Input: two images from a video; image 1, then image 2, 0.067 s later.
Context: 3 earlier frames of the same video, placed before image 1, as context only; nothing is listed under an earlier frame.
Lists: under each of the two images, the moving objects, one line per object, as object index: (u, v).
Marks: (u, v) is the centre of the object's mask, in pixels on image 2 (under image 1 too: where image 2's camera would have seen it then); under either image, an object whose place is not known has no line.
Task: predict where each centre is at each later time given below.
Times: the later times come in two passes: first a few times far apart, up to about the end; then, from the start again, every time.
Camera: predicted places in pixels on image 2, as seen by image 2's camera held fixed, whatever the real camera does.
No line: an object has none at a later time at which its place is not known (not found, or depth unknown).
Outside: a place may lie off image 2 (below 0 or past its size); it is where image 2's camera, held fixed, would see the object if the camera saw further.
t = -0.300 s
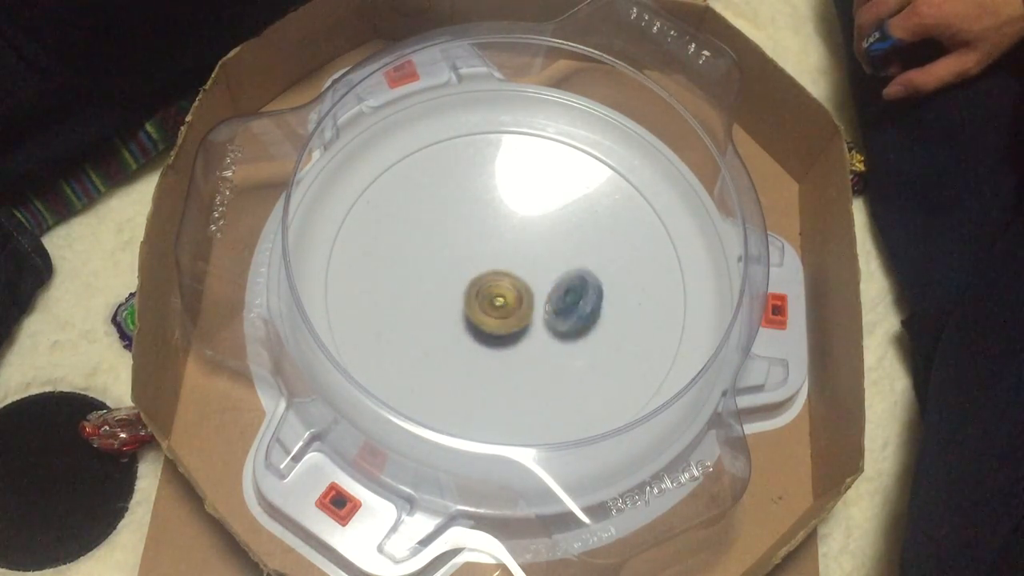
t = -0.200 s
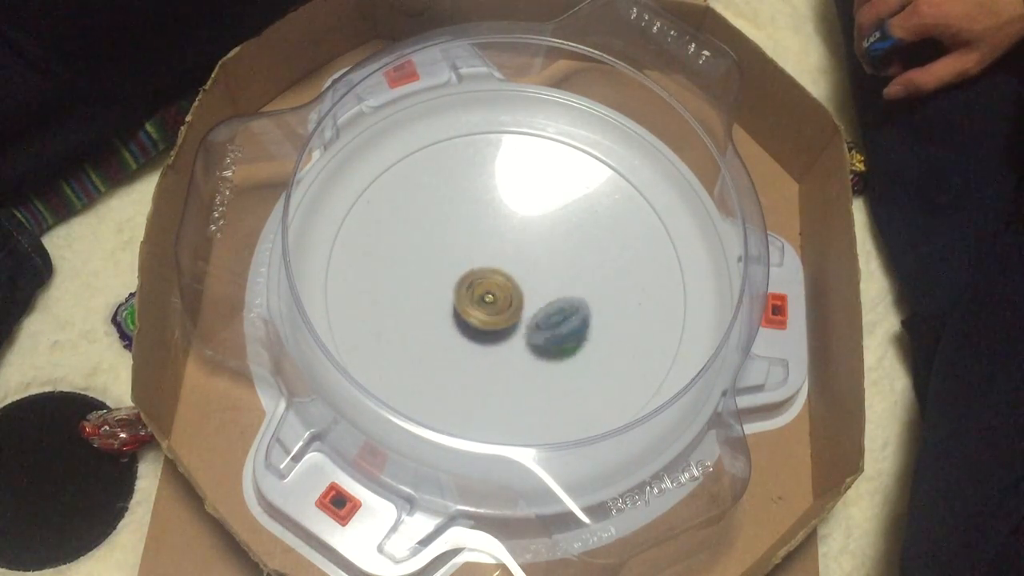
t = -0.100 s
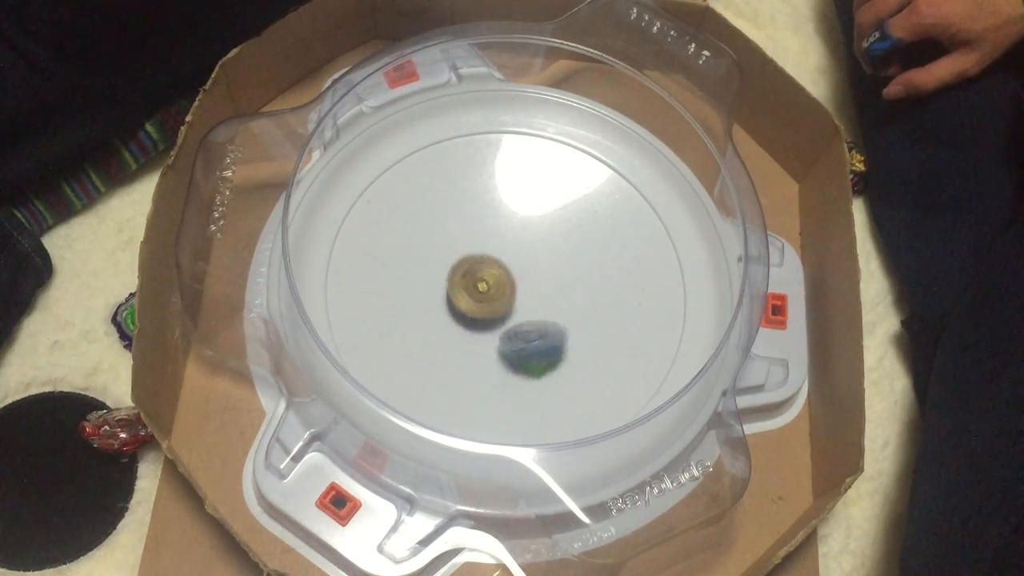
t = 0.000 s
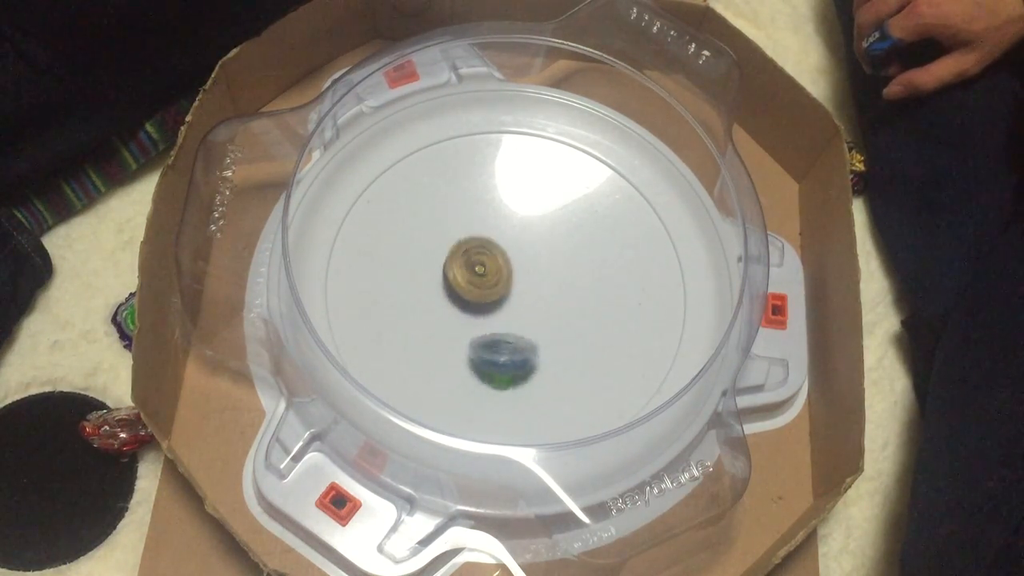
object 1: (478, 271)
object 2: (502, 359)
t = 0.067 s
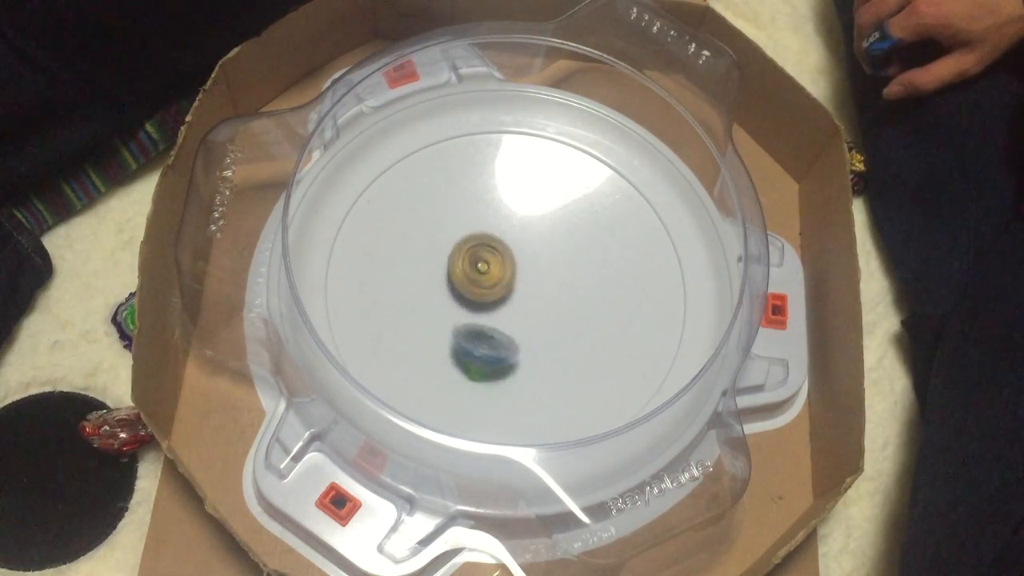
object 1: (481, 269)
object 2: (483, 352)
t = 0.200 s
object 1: (494, 269)
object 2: (457, 320)
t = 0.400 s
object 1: (536, 289)
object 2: (421, 244)
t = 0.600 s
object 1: (543, 315)
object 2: (422, 240)
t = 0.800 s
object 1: (515, 320)
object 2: (452, 268)
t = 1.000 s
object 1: (497, 311)
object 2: (467, 267)
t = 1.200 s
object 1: (505, 309)
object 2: (466, 271)
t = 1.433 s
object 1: (513, 311)
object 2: (467, 273)
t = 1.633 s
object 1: (514, 307)
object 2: (467, 273)
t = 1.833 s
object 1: (519, 302)
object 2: (467, 273)
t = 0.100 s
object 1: (484, 268)
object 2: (475, 347)
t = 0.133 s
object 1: (487, 267)
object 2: (468, 338)
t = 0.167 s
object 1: (490, 268)
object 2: (462, 329)
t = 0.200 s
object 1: (494, 269)
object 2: (457, 320)
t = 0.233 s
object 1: (497, 270)
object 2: (452, 310)
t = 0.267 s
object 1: (505, 274)
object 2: (446, 297)
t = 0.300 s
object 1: (512, 278)
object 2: (439, 282)
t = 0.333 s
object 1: (521, 282)
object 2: (433, 268)
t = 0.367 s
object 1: (530, 286)
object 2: (427, 255)
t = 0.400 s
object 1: (536, 289)
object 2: (421, 244)
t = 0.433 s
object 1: (542, 295)
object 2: (417, 238)
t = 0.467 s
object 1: (545, 300)
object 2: (415, 235)
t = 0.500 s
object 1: (547, 305)
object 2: (414, 235)
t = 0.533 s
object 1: (547, 308)
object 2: (415, 235)
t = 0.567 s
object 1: (546, 312)
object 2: (418, 237)
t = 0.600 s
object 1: (543, 315)
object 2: (422, 240)
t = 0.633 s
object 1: (540, 319)
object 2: (427, 244)
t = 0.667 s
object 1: (536, 320)
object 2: (432, 248)
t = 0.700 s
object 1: (531, 322)
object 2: (437, 253)
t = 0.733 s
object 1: (526, 322)
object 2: (442, 257)
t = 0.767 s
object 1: (521, 321)
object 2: (447, 263)
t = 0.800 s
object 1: (515, 320)
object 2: (452, 268)
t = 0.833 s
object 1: (510, 318)
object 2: (457, 272)
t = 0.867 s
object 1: (505, 315)
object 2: (460, 274)
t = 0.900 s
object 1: (501, 312)
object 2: (463, 274)
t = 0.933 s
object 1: (498, 312)
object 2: (465, 271)
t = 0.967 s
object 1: (496, 312)
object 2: (467, 268)
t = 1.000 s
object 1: (497, 311)
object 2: (467, 267)
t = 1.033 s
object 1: (497, 311)
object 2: (466, 268)
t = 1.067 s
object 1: (498, 310)
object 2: (465, 269)
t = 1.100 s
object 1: (500, 310)
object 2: (465, 270)
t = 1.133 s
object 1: (502, 309)
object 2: (465, 270)
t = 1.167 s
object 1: (504, 309)
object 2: (465, 271)
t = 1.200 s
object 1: (505, 309)
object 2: (466, 271)
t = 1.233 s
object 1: (507, 310)
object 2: (466, 271)
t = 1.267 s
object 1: (509, 311)
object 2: (466, 272)
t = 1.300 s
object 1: (510, 310)
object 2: (467, 272)
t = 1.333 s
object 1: (512, 310)
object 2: (467, 272)
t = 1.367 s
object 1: (512, 310)
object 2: (467, 272)
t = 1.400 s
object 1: (513, 310)
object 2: (467, 272)
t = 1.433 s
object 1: (513, 311)
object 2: (467, 273)
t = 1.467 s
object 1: (514, 310)
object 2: (467, 273)
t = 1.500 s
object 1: (514, 310)
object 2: (467, 273)
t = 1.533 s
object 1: (513, 310)
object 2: (467, 273)
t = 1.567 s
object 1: (514, 310)
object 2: (467, 273)
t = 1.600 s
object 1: (514, 309)
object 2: (467, 273)
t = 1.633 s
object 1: (514, 307)
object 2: (467, 273)
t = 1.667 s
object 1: (515, 307)
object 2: (467, 272)
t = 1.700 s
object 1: (515, 306)
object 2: (467, 272)
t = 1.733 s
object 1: (516, 305)
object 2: (467, 272)
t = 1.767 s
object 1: (516, 304)
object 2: (467, 273)
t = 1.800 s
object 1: (518, 303)
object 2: (467, 273)
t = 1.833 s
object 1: (519, 302)
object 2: (467, 273)
